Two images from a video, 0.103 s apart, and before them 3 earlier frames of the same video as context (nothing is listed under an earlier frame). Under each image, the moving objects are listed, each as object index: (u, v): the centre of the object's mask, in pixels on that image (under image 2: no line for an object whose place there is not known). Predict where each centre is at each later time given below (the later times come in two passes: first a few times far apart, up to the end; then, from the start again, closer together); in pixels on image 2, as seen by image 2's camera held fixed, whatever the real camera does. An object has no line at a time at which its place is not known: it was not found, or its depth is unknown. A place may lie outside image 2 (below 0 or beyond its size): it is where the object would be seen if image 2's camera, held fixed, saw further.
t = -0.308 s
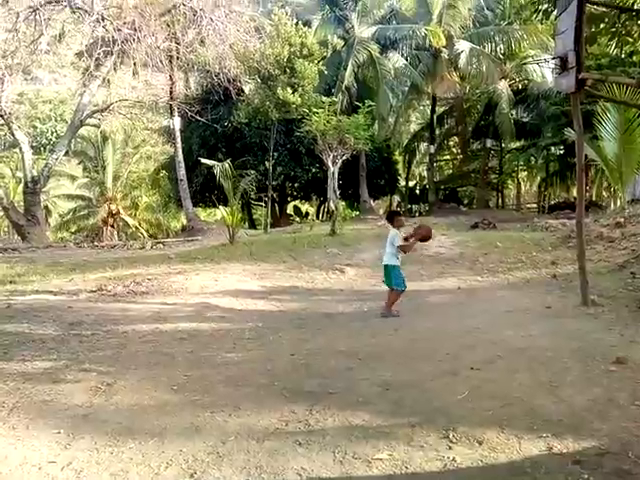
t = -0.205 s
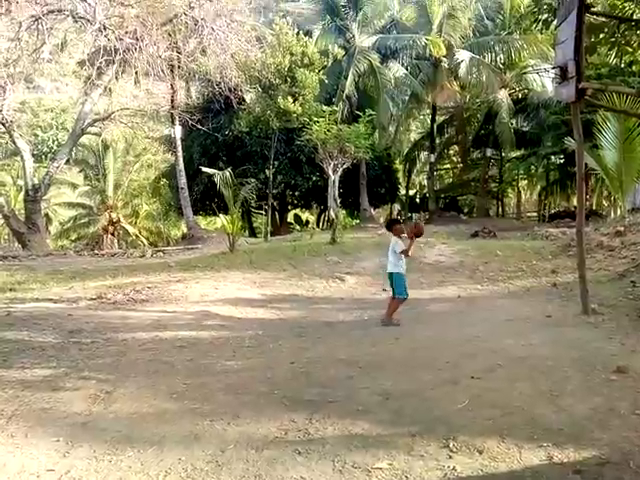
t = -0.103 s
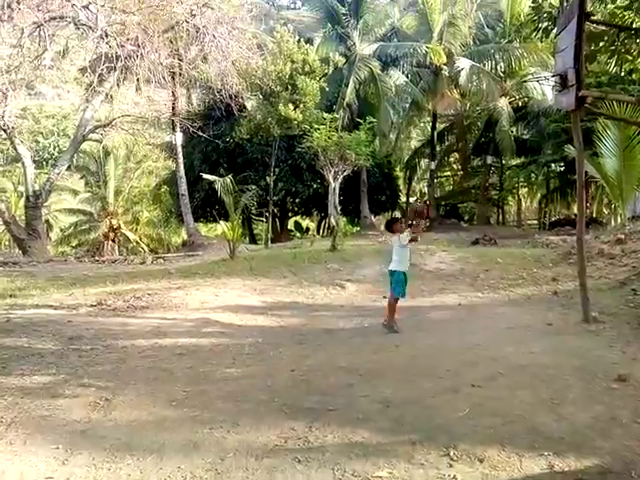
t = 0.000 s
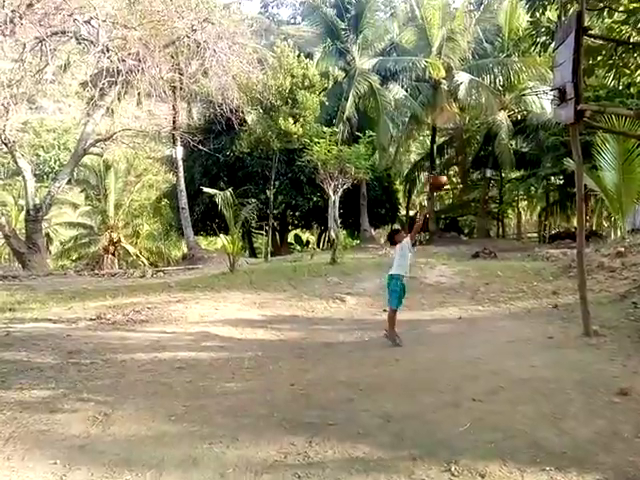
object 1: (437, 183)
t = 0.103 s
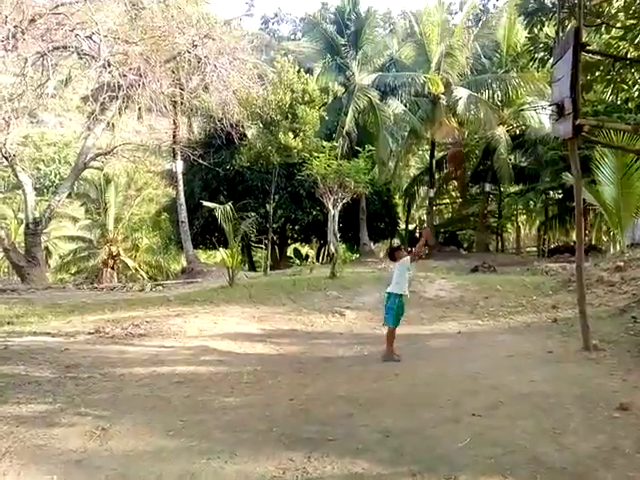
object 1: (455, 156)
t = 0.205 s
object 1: (477, 128)
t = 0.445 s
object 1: (523, 95)
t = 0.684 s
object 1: (547, 87)
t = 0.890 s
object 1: (547, 92)
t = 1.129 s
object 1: (552, 107)
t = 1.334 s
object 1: (550, 166)
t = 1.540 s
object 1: (548, 271)
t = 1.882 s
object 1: (532, 269)
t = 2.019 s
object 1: (523, 220)
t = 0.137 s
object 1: (462, 148)
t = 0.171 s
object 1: (472, 138)
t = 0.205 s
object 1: (477, 128)
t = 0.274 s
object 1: (491, 114)
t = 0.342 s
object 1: (503, 104)
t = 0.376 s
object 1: (510, 101)
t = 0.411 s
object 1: (517, 98)
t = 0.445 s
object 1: (523, 95)
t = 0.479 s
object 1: (530, 95)
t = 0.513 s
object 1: (536, 95)
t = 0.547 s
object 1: (543, 96)
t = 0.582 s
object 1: (546, 96)
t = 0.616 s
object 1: (547, 92)
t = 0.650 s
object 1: (547, 89)
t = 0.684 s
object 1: (547, 87)
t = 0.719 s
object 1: (547, 86)
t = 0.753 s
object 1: (546, 87)
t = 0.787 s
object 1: (546, 87)
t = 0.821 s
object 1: (546, 90)
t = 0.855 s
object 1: (546, 94)
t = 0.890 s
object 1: (547, 92)
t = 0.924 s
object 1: (547, 91)
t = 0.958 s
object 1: (548, 91)
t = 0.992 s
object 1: (548, 92)
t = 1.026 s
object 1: (549, 94)
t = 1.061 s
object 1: (550, 97)
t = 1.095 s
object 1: (552, 103)
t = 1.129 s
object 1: (552, 107)
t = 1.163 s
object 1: (552, 112)
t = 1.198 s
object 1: (551, 121)
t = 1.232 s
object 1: (551, 131)
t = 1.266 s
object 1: (551, 141)
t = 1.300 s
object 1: (552, 154)
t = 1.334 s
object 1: (550, 166)
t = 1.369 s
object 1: (551, 179)
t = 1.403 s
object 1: (551, 194)
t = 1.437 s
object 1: (551, 212)
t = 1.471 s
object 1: (551, 231)
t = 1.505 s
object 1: (550, 251)
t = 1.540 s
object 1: (548, 271)
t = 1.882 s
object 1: (532, 269)
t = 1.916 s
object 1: (530, 255)
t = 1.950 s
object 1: (528, 243)
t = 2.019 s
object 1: (523, 220)
